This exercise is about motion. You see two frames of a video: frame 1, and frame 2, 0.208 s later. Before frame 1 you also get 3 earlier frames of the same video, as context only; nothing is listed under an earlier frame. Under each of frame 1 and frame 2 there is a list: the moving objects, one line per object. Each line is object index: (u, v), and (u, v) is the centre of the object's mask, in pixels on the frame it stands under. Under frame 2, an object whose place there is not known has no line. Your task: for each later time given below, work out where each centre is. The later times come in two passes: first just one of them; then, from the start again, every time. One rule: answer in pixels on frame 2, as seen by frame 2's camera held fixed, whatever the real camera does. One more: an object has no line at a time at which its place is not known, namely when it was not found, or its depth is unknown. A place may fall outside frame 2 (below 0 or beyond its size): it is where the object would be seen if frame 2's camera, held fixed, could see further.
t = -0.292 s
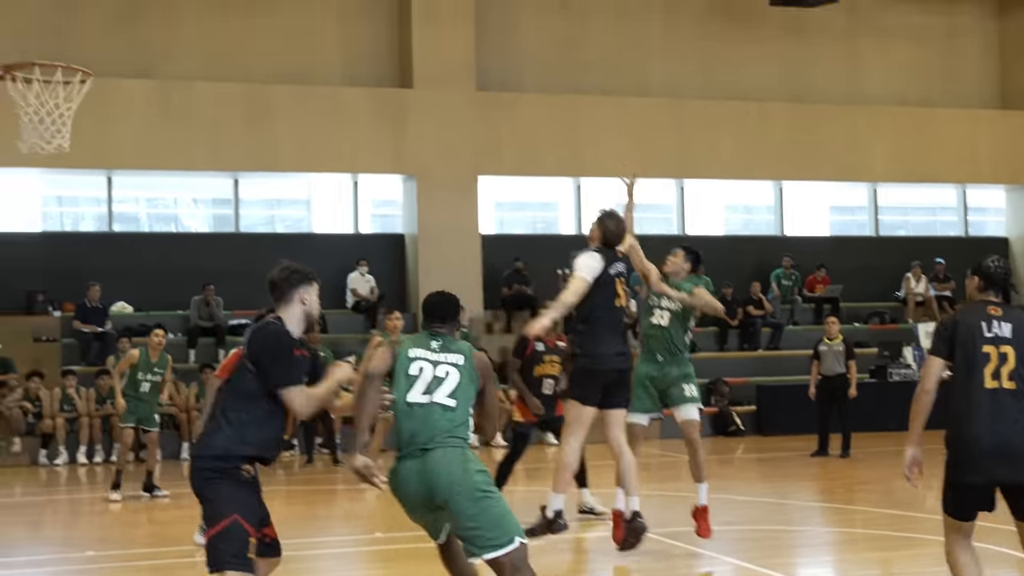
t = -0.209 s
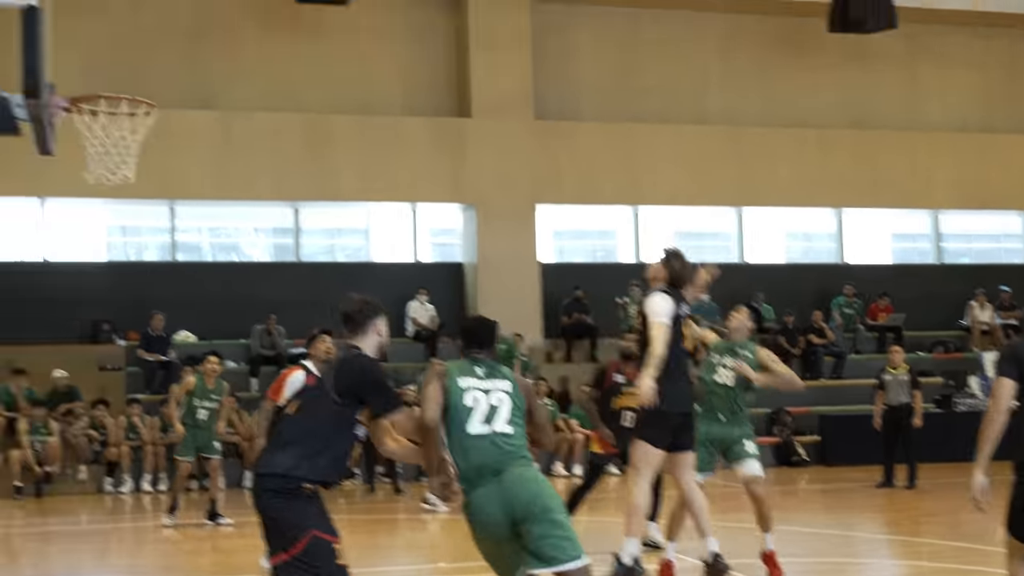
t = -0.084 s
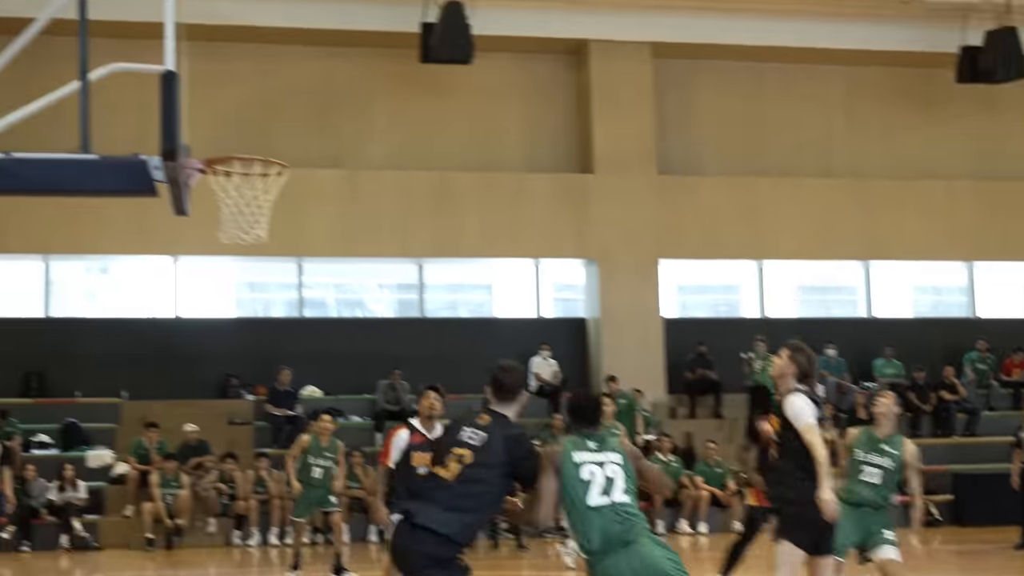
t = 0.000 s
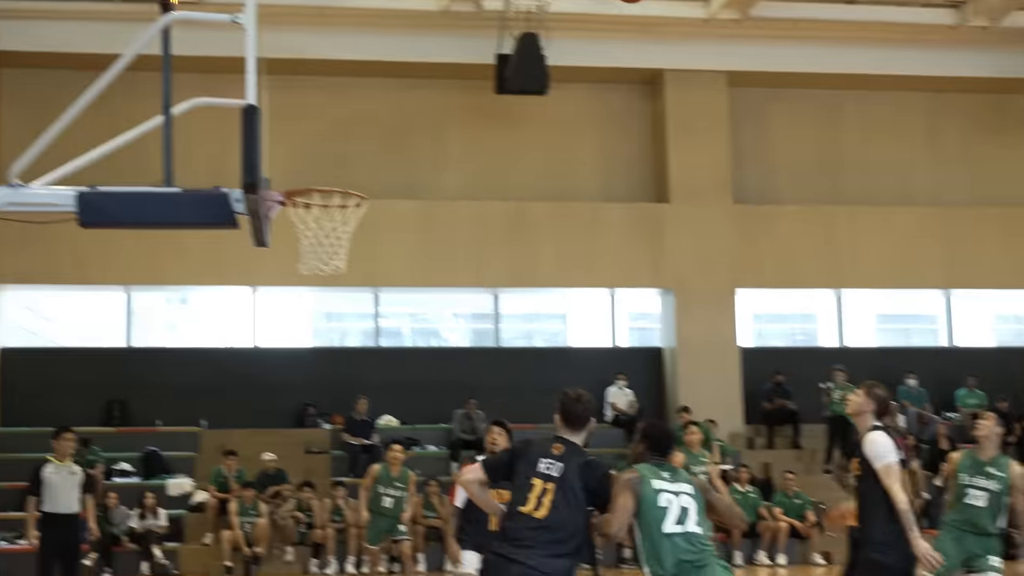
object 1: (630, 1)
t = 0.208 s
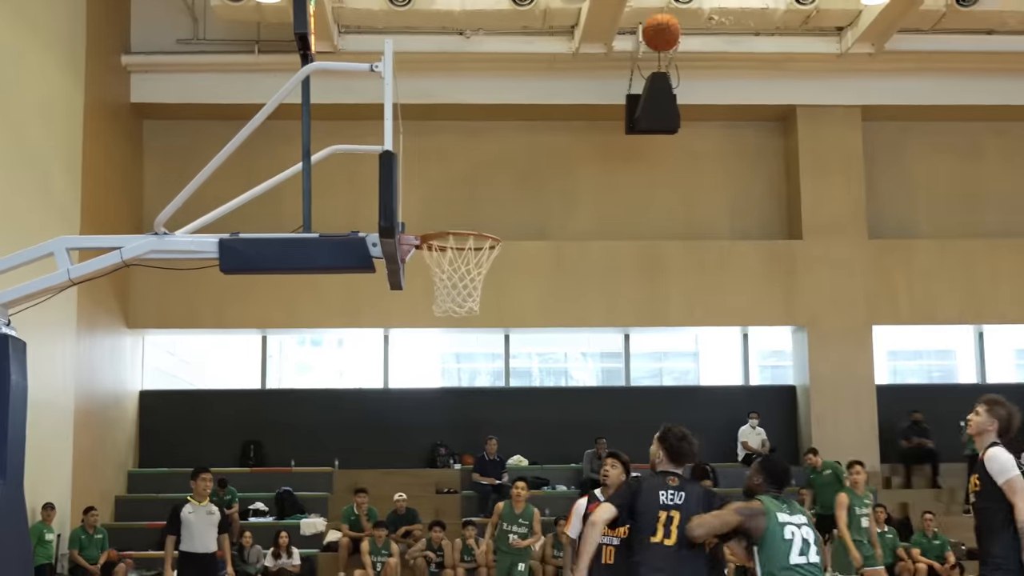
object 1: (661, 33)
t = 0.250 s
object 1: (634, 44)
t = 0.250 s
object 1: (634, 44)
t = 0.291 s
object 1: (615, 54)
